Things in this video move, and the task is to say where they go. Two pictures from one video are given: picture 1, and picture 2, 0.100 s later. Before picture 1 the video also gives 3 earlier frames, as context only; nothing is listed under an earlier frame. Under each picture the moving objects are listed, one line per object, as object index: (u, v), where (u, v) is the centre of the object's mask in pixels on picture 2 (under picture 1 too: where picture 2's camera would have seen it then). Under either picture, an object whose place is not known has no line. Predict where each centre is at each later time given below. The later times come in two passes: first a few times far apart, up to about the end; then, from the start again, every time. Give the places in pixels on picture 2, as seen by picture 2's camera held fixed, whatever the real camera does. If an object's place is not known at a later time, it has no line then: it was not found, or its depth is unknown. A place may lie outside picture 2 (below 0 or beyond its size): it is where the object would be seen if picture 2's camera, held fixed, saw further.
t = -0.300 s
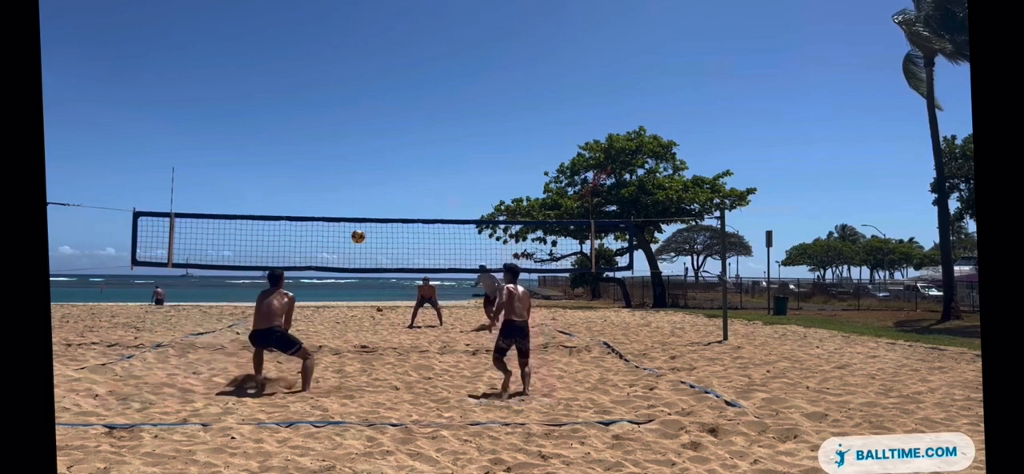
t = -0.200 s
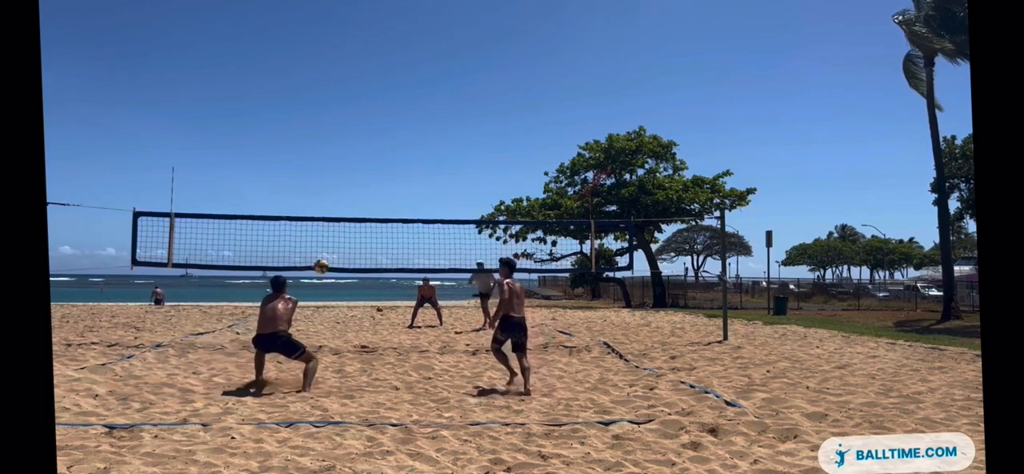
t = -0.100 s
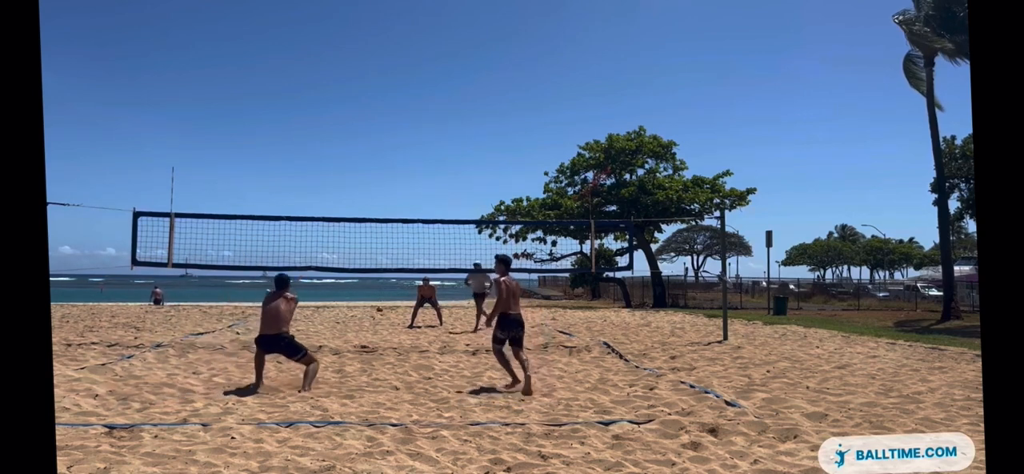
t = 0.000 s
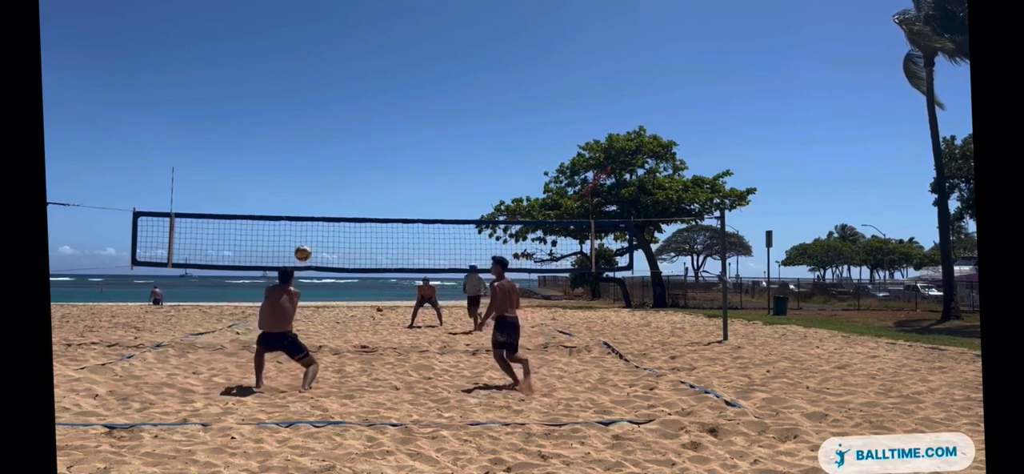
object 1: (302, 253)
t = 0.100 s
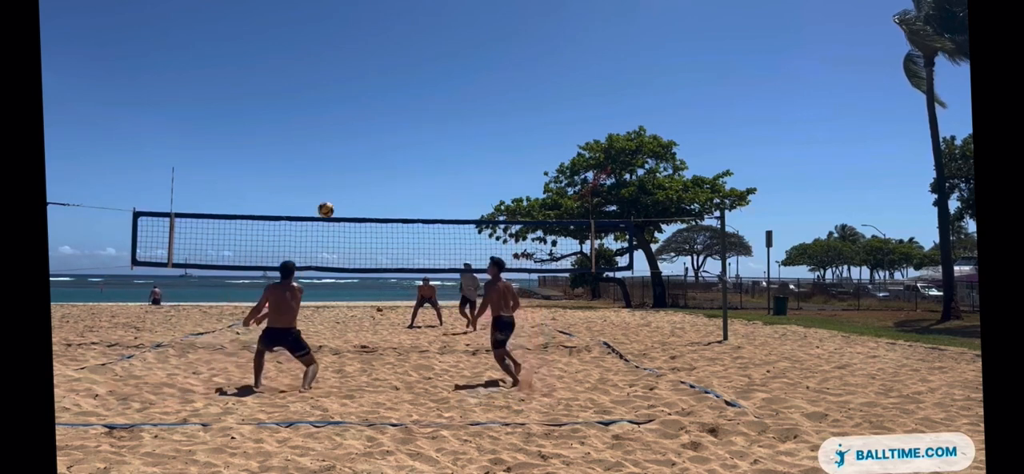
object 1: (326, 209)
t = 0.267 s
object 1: (362, 155)
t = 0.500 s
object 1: (409, 114)
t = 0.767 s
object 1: (460, 111)
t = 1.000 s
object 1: (502, 145)
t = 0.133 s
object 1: (333, 197)
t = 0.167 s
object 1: (341, 185)
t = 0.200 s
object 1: (348, 174)
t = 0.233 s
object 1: (355, 164)
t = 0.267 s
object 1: (362, 155)
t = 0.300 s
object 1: (369, 147)
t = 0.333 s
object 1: (376, 139)
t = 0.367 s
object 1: (382, 133)
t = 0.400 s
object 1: (389, 127)
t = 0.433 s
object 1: (396, 122)
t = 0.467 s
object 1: (403, 117)
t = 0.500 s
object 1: (409, 114)
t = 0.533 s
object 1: (415, 111)
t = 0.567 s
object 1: (422, 109)
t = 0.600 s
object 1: (428, 107)
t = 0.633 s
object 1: (435, 106)
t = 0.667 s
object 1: (441, 107)
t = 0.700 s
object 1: (447, 107)
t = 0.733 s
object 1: (453, 109)
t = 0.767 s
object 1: (460, 111)
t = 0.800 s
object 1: (466, 114)
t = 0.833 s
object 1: (472, 117)
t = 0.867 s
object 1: (478, 121)
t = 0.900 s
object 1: (484, 126)
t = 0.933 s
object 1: (490, 132)
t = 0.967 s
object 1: (496, 137)
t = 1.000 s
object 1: (502, 145)
